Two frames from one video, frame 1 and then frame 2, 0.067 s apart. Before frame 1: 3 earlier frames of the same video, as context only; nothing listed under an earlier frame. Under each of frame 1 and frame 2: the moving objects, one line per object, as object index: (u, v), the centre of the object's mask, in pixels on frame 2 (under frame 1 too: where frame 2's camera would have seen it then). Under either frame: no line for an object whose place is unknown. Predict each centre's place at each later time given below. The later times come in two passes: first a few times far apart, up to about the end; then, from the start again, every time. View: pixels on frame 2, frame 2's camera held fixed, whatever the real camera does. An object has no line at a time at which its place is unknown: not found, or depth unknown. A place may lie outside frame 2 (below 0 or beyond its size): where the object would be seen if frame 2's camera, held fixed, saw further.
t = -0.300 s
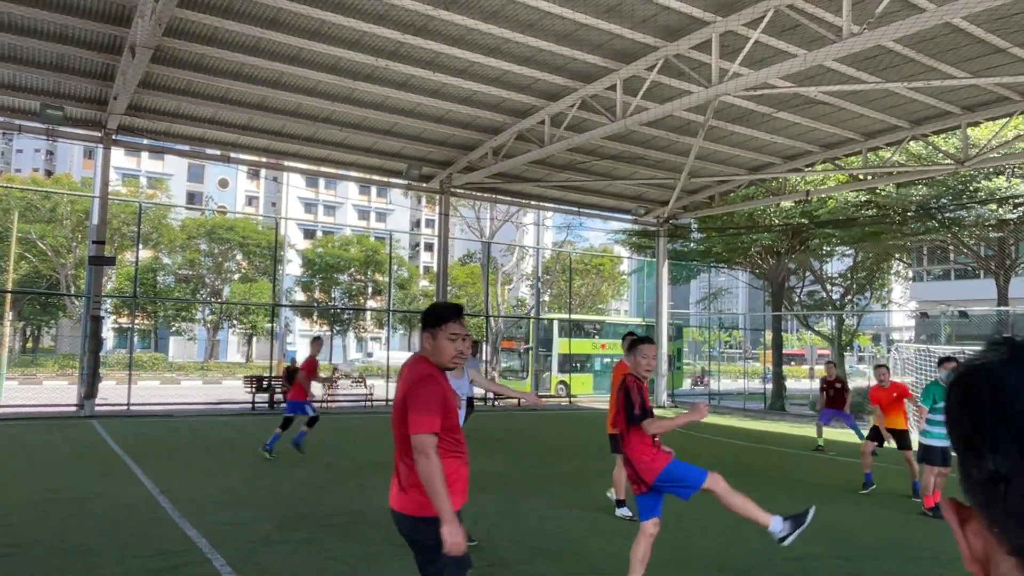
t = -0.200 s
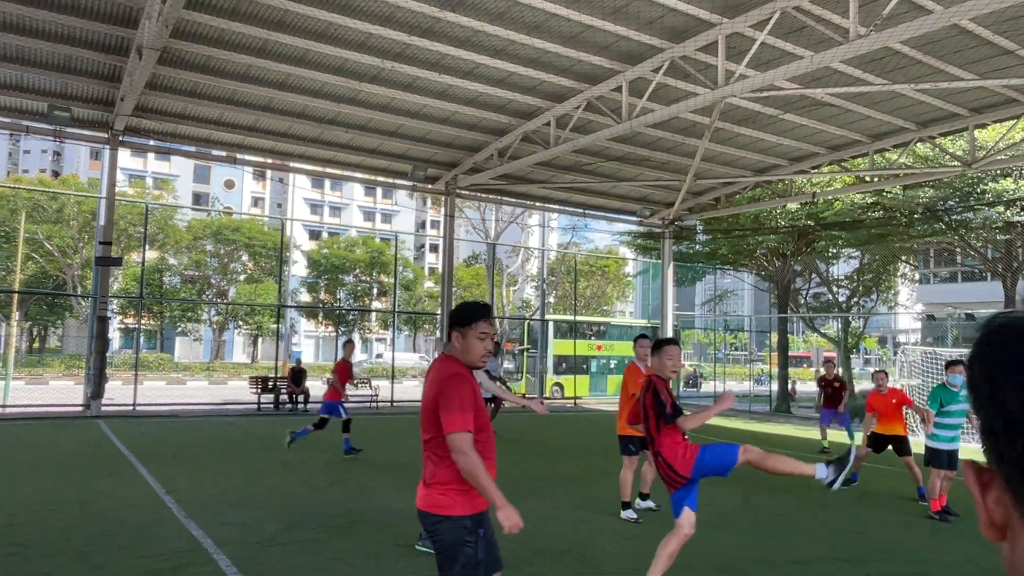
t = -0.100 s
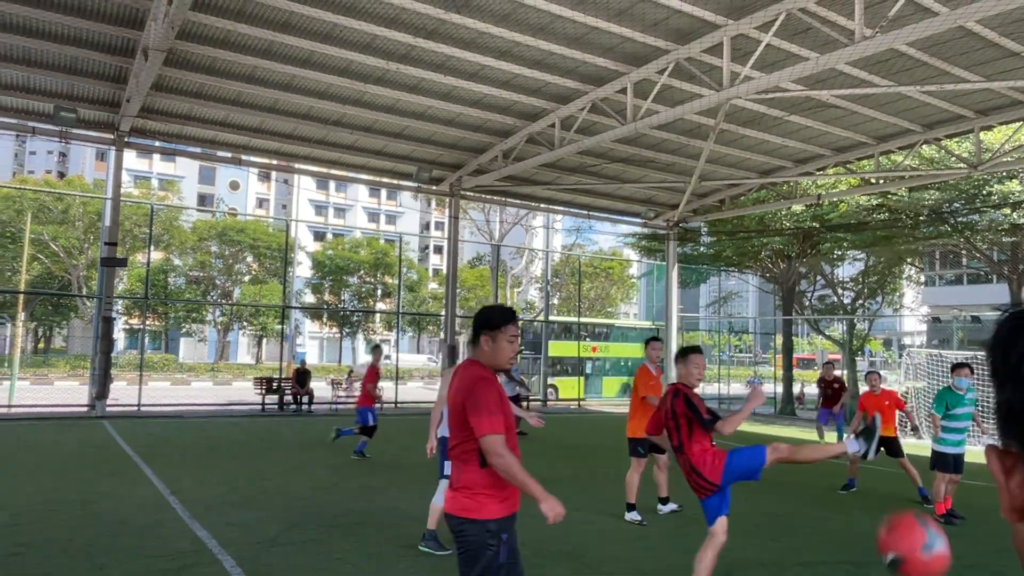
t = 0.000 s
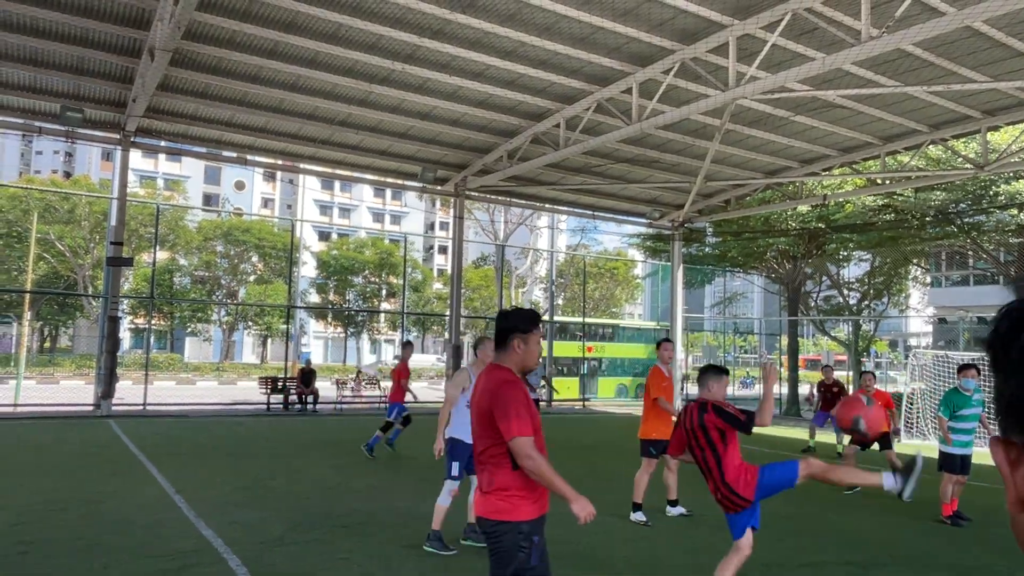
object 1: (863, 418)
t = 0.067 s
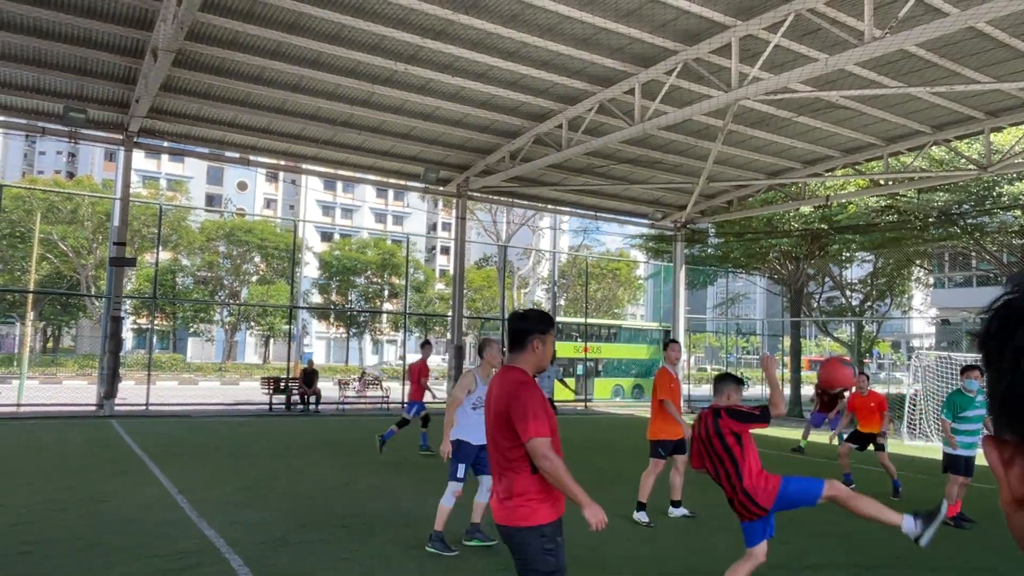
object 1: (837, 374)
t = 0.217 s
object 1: (801, 335)
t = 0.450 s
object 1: (767, 341)
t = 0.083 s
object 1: (832, 368)
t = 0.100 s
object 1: (827, 361)
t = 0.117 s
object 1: (823, 355)
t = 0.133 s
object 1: (819, 351)
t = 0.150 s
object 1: (814, 347)
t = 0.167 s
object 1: (811, 343)
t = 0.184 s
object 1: (807, 339)
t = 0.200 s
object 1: (805, 338)
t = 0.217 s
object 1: (801, 335)
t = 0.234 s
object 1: (798, 333)
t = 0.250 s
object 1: (795, 333)
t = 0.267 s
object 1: (792, 332)
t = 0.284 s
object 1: (790, 331)
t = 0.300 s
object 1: (787, 331)
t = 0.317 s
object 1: (784, 331)
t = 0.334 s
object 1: (782, 332)
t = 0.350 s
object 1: (779, 332)
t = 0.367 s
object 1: (777, 333)
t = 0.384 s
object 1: (775, 334)
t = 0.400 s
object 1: (772, 336)
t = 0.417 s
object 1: (771, 338)
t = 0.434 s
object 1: (769, 339)
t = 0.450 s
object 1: (767, 341)
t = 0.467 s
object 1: (765, 343)
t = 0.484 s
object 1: (762, 345)
